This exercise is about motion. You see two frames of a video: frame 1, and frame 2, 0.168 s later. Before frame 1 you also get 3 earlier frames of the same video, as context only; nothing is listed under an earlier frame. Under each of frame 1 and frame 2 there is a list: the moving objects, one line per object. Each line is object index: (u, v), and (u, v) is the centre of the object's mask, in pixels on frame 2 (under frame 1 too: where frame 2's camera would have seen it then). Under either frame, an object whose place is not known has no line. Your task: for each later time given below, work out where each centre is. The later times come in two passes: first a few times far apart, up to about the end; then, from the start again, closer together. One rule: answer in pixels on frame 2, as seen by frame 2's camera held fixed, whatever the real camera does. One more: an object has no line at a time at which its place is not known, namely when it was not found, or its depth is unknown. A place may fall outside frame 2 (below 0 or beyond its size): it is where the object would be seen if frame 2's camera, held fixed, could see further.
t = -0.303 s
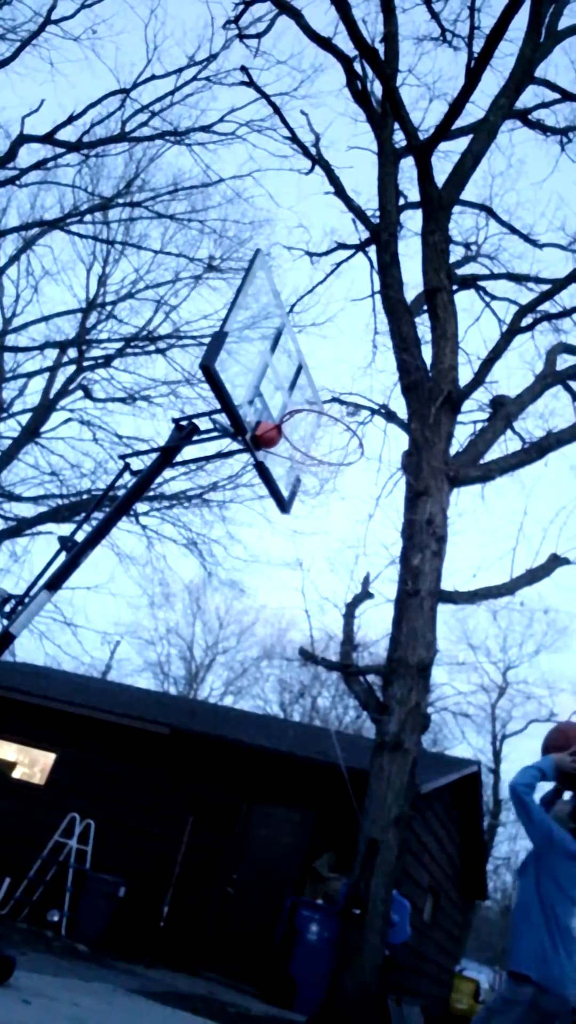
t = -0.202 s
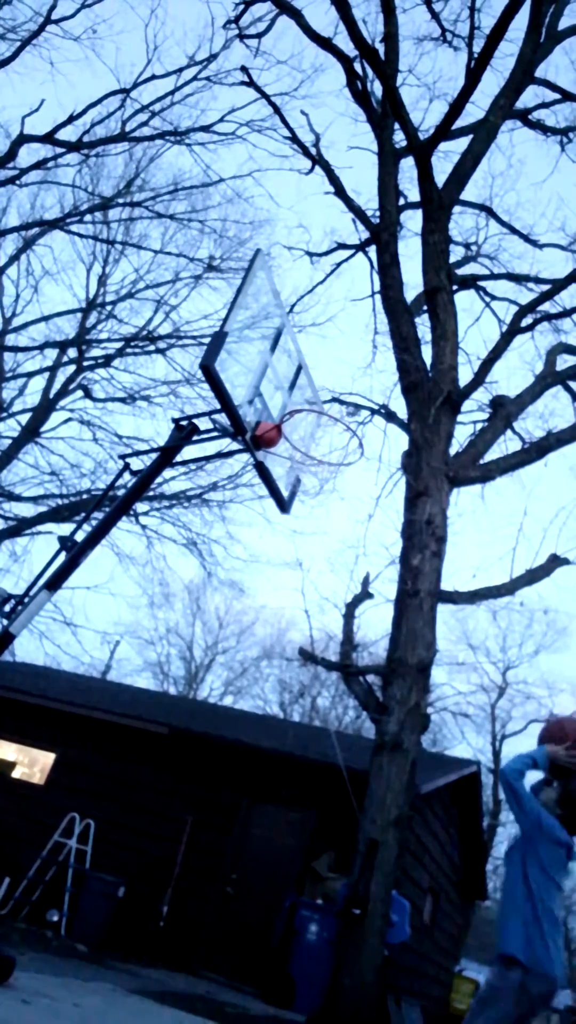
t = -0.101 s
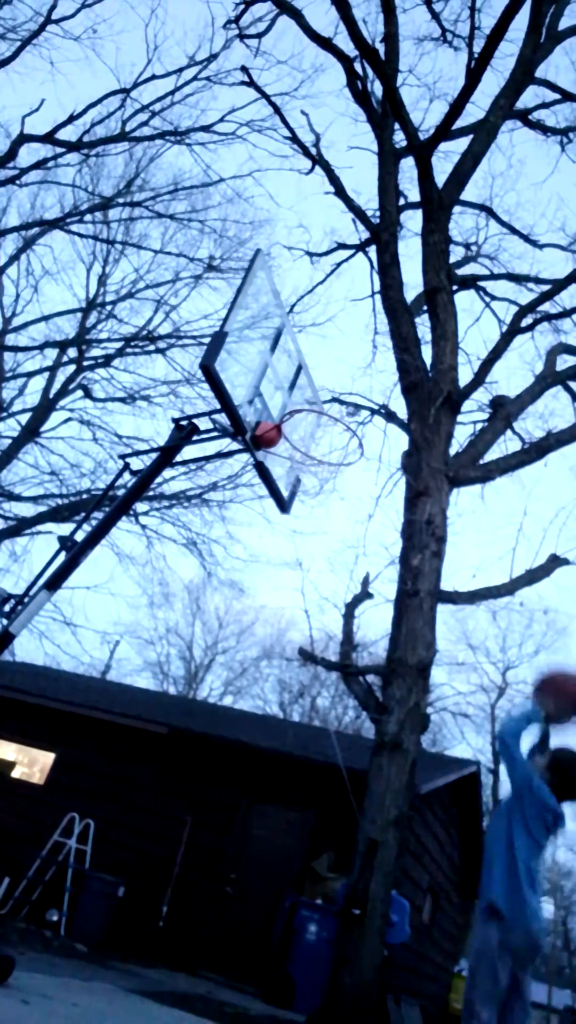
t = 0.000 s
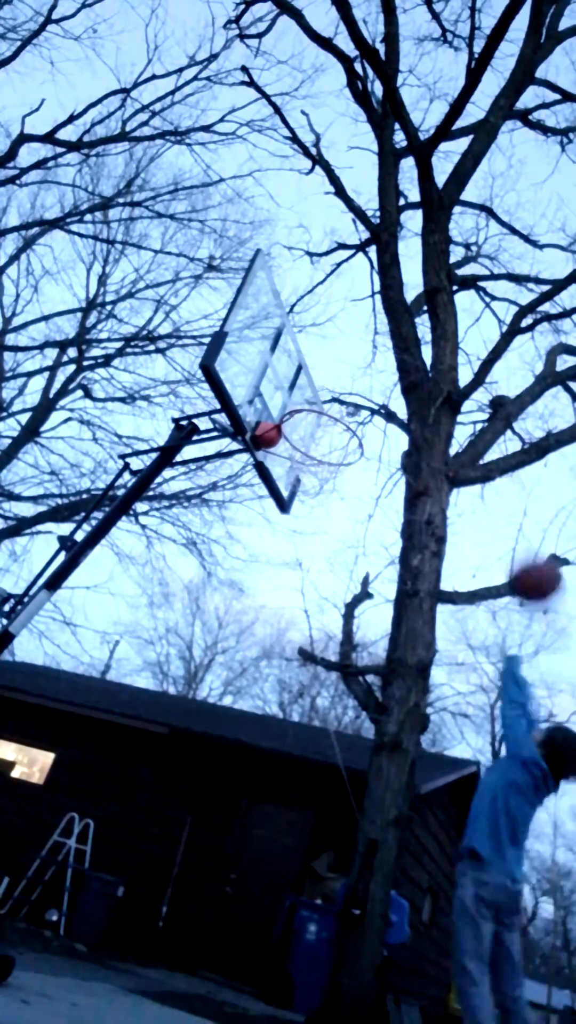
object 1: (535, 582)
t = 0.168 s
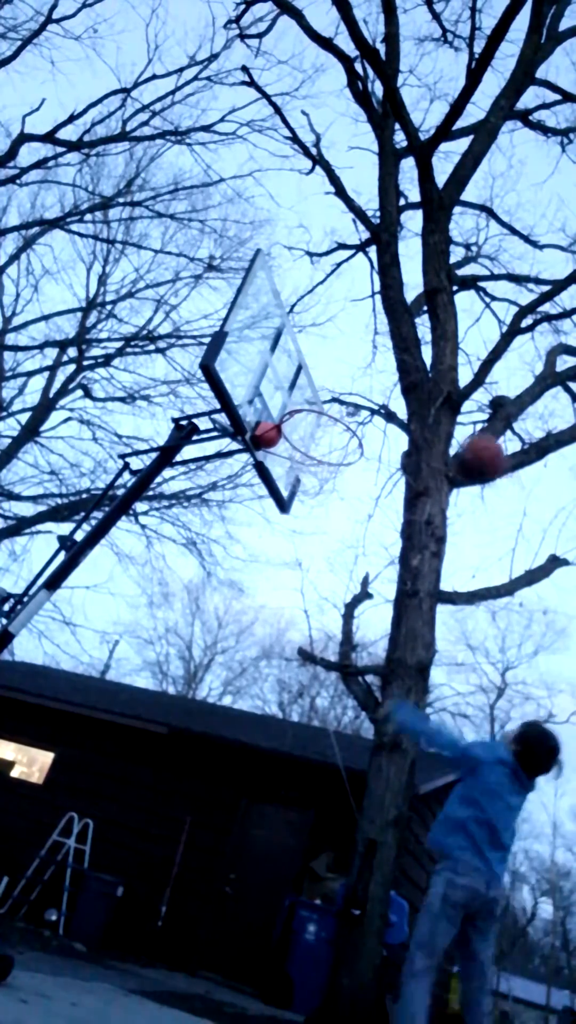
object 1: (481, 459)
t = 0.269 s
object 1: (445, 418)
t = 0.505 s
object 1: (363, 399)
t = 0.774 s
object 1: (300, 453)
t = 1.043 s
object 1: (324, 494)
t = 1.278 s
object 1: (320, 577)
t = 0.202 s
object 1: (469, 443)
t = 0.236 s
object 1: (457, 430)
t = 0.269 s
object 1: (445, 418)
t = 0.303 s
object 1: (436, 410)
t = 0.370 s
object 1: (414, 399)
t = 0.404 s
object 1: (401, 397)
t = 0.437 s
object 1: (389, 396)
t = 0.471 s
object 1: (376, 397)
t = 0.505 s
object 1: (363, 399)
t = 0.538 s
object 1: (350, 403)
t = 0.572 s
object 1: (336, 408)
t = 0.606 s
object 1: (325, 412)
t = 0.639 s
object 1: (314, 419)
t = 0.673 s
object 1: (306, 424)
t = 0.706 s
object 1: (302, 431)
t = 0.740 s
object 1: (301, 442)
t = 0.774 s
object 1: (300, 453)
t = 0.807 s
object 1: (299, 463)
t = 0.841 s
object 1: (299, 472)
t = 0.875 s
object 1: (304, 477)
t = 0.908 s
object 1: (309, 481)
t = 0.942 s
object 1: (314, 484)
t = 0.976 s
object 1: (319, 488)
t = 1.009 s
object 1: (322, 491)
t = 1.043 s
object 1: (324, 494)
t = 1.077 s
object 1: (325, 500)
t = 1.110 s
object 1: (326, 507)
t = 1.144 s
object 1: (326, 517)
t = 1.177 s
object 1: (326, 528)
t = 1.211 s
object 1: (325, 542)
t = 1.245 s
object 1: (323, 558)
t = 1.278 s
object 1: (320, 577)
